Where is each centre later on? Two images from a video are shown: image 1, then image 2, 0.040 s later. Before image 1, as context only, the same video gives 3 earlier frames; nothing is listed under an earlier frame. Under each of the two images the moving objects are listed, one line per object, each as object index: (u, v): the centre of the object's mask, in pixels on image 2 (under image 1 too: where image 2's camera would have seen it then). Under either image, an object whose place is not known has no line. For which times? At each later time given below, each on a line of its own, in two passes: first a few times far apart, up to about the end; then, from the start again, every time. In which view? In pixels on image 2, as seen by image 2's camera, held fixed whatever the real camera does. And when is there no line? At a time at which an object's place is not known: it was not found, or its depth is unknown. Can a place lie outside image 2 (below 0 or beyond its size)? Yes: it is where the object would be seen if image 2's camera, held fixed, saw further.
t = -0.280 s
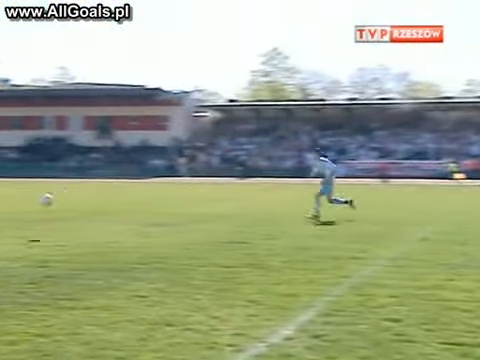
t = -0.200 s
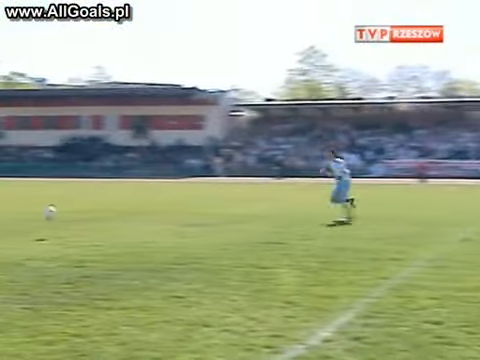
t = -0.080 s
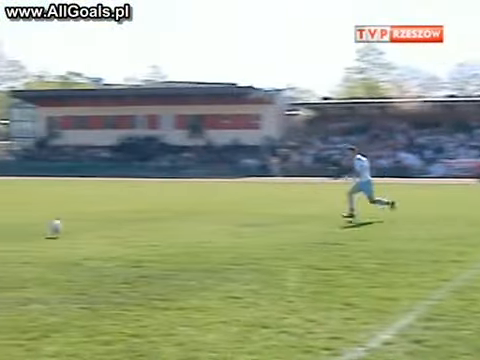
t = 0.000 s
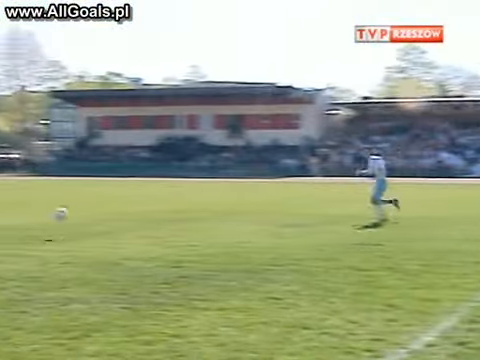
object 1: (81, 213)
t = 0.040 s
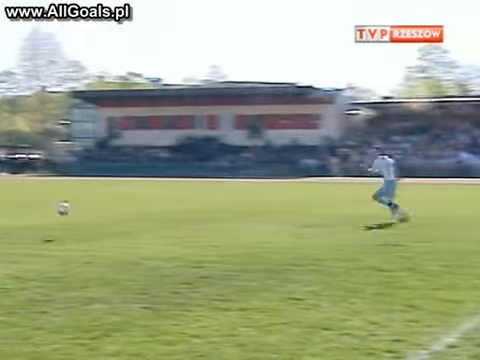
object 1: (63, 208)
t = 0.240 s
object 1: (-24, 199)
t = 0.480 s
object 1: (-126, 222)
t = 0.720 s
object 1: (-235, 219)
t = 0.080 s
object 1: (45, 204)
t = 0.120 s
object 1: (29, 201)
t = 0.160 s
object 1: (12, 200)
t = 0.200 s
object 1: (-6, 199)
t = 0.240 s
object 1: (-24, 199)
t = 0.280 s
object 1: (-41, 200)
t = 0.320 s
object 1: (-59, 203)
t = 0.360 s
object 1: (-75, 206)
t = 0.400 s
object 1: (-93, 211)
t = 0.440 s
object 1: (-110, 216)
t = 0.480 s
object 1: (-126, 222)
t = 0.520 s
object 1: (-145, 230)
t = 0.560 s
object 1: (-162, 235)
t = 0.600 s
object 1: (-180, 230)
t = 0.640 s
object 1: (-198, 225)
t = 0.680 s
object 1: (-217, 221)
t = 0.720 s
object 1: (-235, 219)
